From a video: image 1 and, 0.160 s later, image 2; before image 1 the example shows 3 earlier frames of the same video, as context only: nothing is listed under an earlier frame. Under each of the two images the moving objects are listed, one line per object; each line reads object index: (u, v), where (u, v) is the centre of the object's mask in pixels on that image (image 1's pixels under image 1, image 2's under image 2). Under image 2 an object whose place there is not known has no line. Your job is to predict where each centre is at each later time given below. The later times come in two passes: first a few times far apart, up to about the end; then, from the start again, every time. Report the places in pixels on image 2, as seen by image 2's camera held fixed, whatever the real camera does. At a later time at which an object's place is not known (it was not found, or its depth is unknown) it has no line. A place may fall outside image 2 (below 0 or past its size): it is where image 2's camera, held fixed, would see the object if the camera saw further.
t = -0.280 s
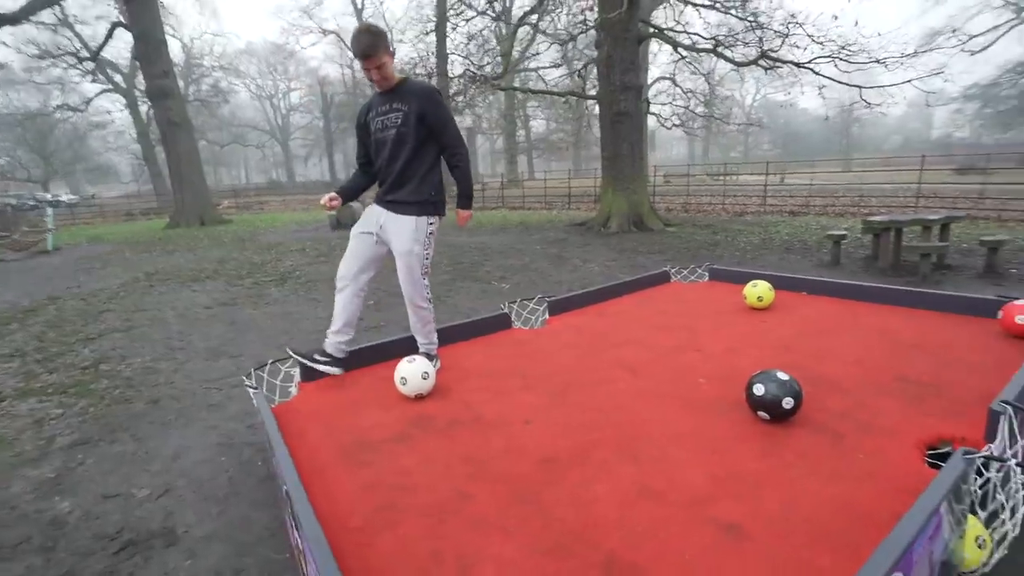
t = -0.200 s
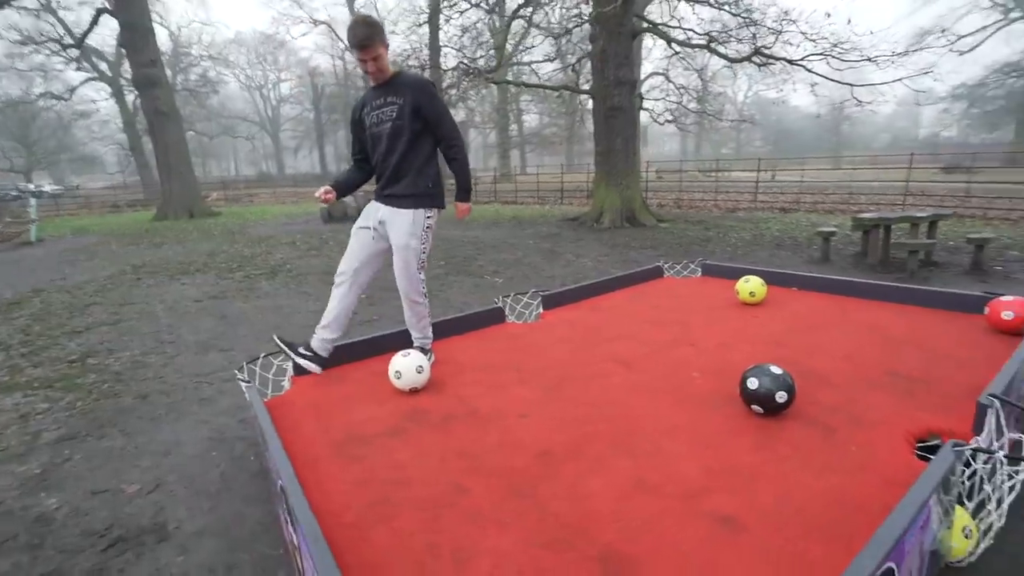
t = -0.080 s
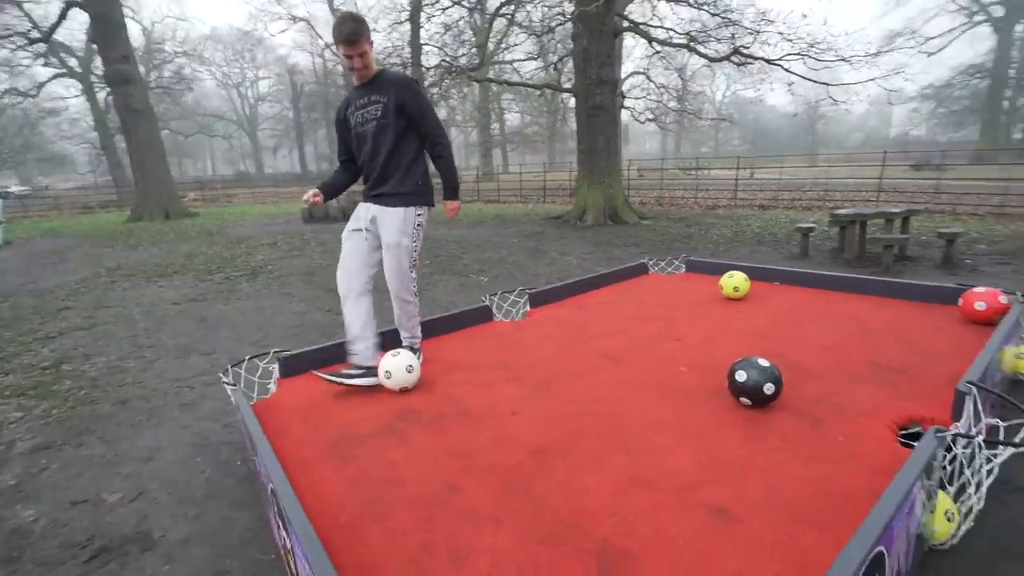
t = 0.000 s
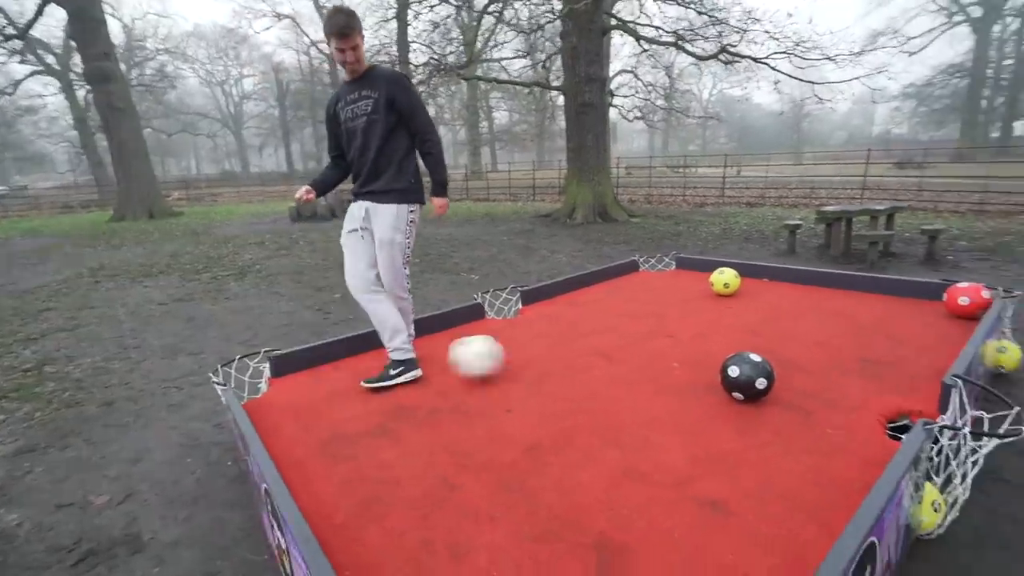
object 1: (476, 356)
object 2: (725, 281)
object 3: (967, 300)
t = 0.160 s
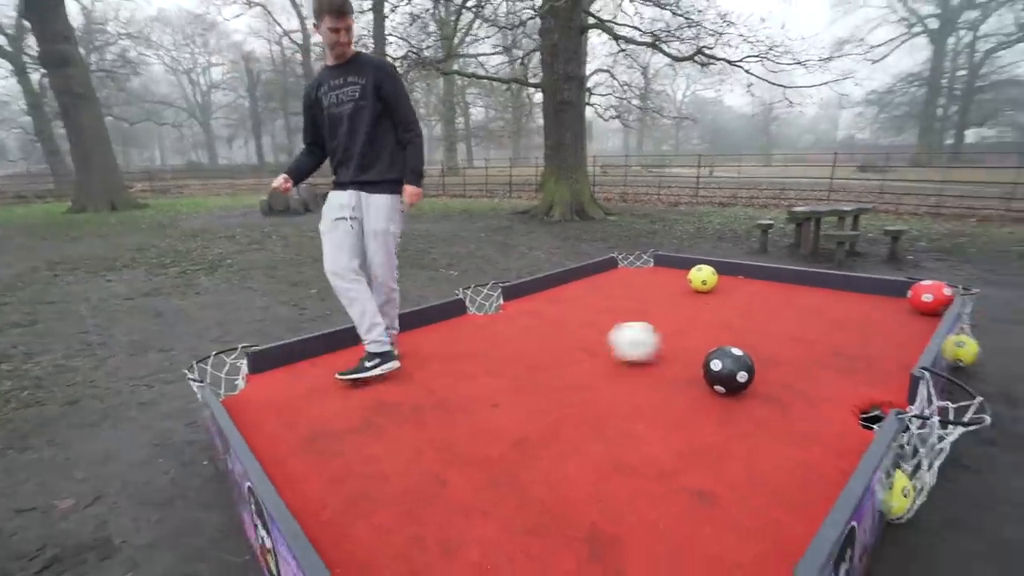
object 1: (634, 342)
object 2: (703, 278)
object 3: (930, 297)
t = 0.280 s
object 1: (739, 331)
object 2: (702, 278)
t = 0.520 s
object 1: (905, 313)
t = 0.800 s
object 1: (879, 290)
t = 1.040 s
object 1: (853, 280)
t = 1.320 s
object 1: (817, 275)
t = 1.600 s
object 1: (784, 274)
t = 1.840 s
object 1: (757, 273)
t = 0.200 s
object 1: (671, 339)
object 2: (702, 278)
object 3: (928, 296)
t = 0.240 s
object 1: (705, 334)
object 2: (702, 278)
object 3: (925, 295)
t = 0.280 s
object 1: (739, 331)
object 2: (702, 278)
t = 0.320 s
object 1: (771, 328)
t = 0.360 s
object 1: (802, 325)
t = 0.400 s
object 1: (830, 321)
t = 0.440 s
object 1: (857, 318)
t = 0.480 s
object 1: (882, 317)
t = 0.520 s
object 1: (905, 313)
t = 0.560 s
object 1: (911, 308)
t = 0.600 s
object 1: (908, 303)
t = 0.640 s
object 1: (904, 301)
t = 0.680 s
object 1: (901, 296)
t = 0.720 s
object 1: (893, 291)
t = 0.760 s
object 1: (885, 289)
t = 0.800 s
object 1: (879, 290)
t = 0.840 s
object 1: (873, 289)
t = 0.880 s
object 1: (869, 286)
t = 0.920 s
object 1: (865, 285)
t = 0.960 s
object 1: (861, 283)
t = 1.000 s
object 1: (856, 282)
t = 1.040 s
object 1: (853, 280)
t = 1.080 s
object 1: (849, 279)
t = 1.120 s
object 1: (845, 277)
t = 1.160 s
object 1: (839, 276)
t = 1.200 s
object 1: (833, 277)
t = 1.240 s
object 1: (828, 276)
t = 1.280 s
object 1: (822, 276)
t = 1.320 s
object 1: (817, 275)
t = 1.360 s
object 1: (812, 275)
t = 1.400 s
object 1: (807, 275)
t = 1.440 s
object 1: (802, 274)
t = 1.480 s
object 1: (797, 274)
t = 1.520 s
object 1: (792, 274)
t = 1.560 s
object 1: (788, 273)
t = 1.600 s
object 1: (784, 274)
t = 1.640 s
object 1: (779, 273)
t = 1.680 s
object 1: (775, 273)
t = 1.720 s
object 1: (770, 274)
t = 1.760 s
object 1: (766, 273)
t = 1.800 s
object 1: (762, 273)
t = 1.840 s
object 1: (757, 273)
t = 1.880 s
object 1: (753, 273)
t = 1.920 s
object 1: (749, 273)
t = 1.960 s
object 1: (745, 273)
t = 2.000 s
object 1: (741, 272)
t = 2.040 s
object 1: (737, 272)
